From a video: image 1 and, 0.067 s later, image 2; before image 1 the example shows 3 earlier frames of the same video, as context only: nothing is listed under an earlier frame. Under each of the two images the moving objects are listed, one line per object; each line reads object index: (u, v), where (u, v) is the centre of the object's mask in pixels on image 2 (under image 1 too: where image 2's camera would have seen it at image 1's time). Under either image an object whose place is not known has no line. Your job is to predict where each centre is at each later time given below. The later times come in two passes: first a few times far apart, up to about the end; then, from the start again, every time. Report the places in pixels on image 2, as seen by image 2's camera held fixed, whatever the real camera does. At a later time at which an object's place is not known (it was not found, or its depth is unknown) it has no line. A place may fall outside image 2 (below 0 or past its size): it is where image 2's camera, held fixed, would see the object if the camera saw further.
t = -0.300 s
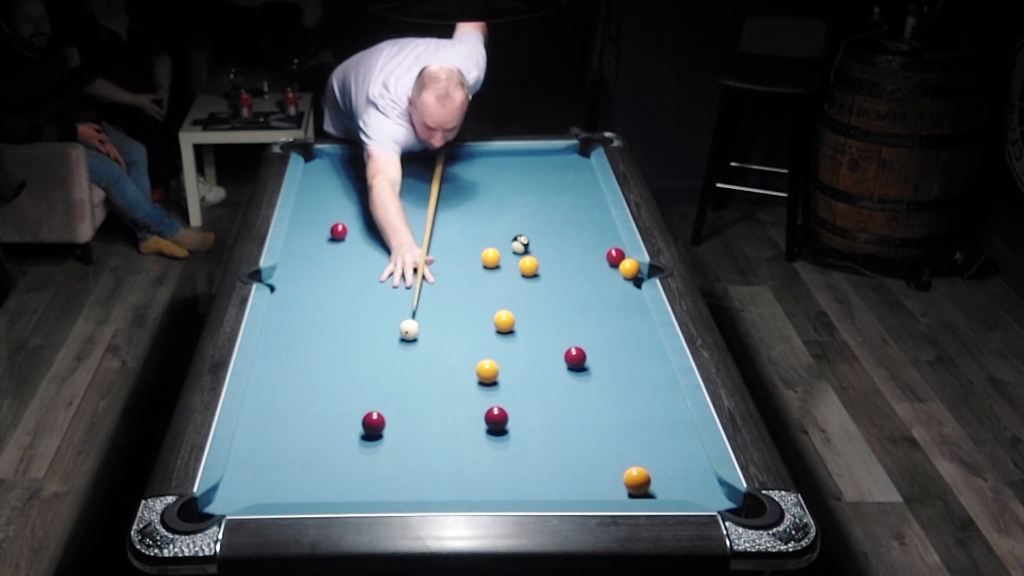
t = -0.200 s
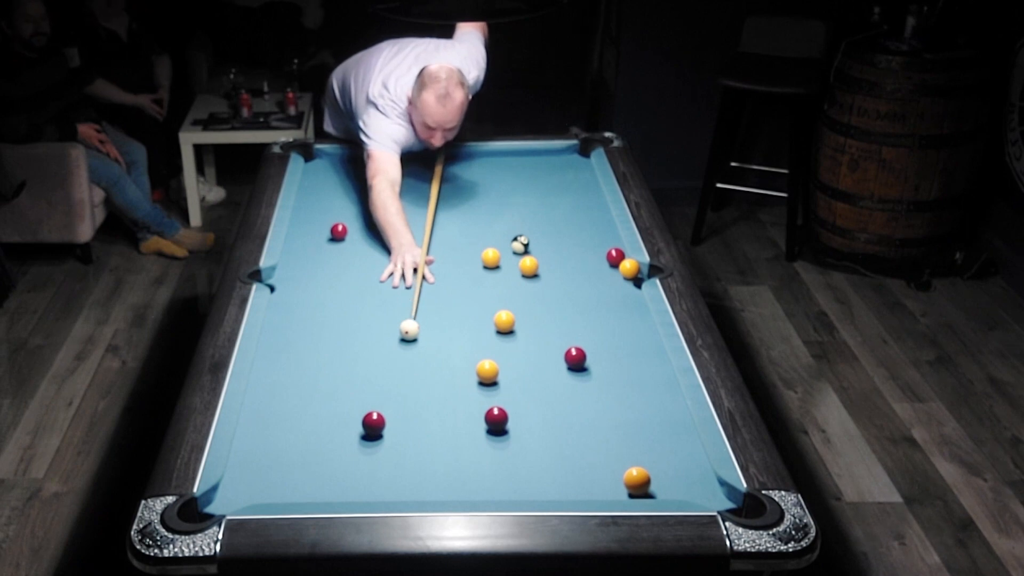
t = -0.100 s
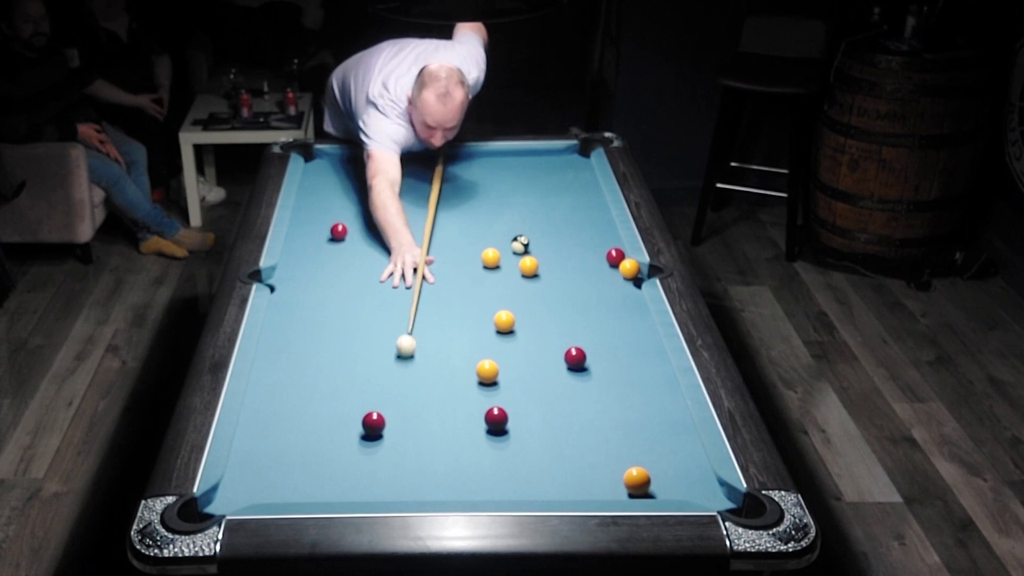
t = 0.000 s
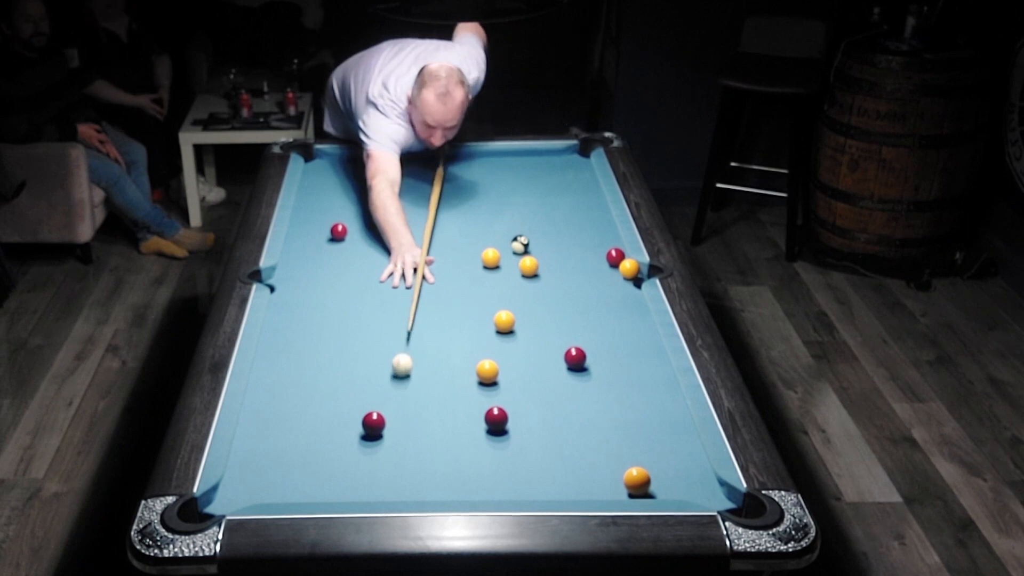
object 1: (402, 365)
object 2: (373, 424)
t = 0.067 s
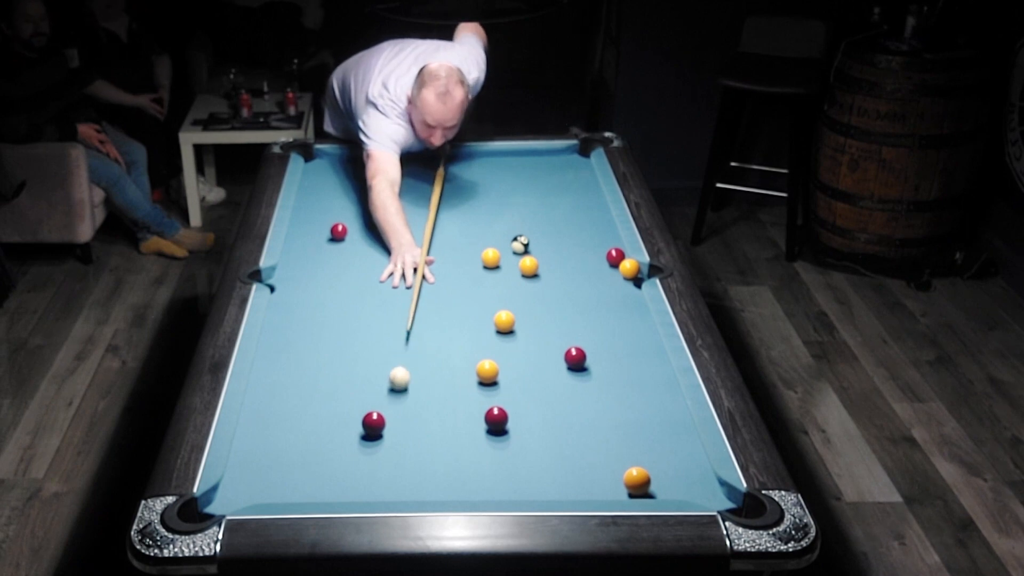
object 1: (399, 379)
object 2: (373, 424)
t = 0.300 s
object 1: (402, 422)
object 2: (364, 429)
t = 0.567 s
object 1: (438, 456)
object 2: (330, 447)
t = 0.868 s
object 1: (480, 492)
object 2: (294, 466)
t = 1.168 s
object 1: (506, 470)
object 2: (261, 484)
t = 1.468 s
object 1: (527, 445)
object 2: (230, 499)
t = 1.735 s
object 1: (543, 427)
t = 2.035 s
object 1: (558, 410)
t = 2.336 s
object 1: (572, 395)
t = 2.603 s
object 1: (581, 383)
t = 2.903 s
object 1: (591, 372)
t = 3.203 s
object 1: (598, 363)
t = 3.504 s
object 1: (604, 356)
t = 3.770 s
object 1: (608, 351)
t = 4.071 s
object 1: (611, 347)
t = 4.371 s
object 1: (612, 344)
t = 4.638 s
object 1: (613, 343)
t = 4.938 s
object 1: (614, 343)
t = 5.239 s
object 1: (614, 343)
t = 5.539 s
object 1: (614, 344)
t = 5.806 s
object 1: (614, 344)
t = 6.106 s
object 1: (614, 344)
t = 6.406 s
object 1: (614, 344)
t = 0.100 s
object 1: (398, 386)
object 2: (373, 423)
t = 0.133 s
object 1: (397, 392)
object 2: (373, 424)
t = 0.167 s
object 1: (395, 399)
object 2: (373, 423)
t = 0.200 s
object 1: (394, 406)
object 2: (374, 424)
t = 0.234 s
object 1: (393, 414)
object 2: (373, 423)
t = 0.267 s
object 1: (397, 418)
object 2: (368, 426)
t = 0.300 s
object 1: (402, 422)
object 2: (364, 429)
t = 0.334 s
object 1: (407, 426)
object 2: (359, 431)
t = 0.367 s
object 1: (411, 430)
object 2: (355, 433)
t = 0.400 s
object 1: (415, 434)
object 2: (351, 435)
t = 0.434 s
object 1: (420, 438)
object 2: (347, 438)
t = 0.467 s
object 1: (424, 443)
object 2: (343, 440)
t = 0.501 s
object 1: (429, 448)
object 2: (338, 442)
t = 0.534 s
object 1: (434, 452)
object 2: (334, 444)
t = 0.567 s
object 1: (438, 456)
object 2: (330, 447)
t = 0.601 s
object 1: (443, 461)
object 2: (326, 449)
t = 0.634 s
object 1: (447, 465)
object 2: (322, 451)
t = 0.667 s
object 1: (452, 470)
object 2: (318, 453)
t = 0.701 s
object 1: (457, 474)
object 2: (314, 455)
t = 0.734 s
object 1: (461, 479)
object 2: (310, 458)
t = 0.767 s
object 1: (466, 484)
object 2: (306, 460)
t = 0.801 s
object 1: (471, 487)
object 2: (302, 462)
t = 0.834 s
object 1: (476, 490)
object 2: (298, 464)
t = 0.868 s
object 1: (480, 492)
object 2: (294, 466)
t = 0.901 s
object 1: (483, 491)
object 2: (290, 468)
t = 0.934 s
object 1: (486, 489)
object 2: (287, 470)
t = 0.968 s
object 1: (490, 487)
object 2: (283, 472)
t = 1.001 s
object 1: (492, 485)
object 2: (279, 474)
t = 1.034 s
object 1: (495, 482)
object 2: (275, 477)
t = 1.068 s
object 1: (498, 478)
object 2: (271, 479)
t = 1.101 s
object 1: (500, 475)
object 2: (268, 480)
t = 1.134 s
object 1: (503, 472)
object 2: (264, 483)
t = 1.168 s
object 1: (506, 470)
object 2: (261, 484)
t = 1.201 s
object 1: (508, 467)
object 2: (257, 486)
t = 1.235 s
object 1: (511, 464)
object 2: (254, 488)
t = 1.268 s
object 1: (513, 461)
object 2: (250, 490)
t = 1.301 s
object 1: (516, 459)
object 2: (246, 491)
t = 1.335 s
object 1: (518, 456)
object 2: (243, 493)
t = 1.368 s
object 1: (520, 453)
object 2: (240, 494)
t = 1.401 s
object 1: (523, 451)
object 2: (236, 496)
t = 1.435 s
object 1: (525, 448)
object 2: (233, 498)
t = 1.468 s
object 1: (527, 445)
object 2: (230, 499)
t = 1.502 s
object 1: (529, 443)
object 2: (226, 501)
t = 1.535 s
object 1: (531, 441)
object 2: (223, 502)
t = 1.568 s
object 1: (533, 439)
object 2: (220, 503)
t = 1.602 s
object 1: (535, 436)
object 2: (217, 505)
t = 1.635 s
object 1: (537, 434)
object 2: (212, 508)
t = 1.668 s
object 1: (539, 432)
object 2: (210, 512)
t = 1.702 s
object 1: (541, 430)
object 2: (204, 517)
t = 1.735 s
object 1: (543, 427)
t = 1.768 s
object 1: (545, 425)
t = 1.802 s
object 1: (547, 423)
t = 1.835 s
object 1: (548, 421)
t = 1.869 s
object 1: (550, 419)
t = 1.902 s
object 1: (552, 417)
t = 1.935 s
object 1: (554, 415)
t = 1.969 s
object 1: (555, 413)
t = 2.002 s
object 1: (557, 412)
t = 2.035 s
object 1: (558, 410)
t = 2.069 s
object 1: (560, 408)
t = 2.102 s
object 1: (562, 406)
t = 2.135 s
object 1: (563, 404)
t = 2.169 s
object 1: (565, 403)
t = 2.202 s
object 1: (566, 401)
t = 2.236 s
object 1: (567, 399)
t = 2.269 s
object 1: (569, 398)
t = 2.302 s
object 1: (571, 396)
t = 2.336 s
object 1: (572, 395)
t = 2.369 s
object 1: (573, 393)
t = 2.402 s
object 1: (574, 392)
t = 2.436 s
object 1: (576, 390)
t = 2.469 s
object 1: (577, 389)
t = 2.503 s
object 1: (578, 387)
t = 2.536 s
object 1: (579, 386)
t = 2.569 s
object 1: (581, 384)
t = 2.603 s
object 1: (581, 383)
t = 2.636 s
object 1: (583, 382)
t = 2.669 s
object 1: (584, 380)
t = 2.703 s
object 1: (585, 379)
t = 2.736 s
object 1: (586, 378)
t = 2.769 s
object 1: (587, 377)
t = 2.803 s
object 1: (588, 375)
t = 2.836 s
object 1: (589, 374)
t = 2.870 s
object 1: (590, 373)
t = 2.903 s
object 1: (591, 372)
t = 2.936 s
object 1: (592, 371)
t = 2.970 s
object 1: (593, 370)
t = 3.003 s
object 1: (594, 369)
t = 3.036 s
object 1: (594, 368)
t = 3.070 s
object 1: (595, 367)
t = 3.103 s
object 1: (596, 366)
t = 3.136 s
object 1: (597, 365)
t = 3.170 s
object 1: (597, 364)
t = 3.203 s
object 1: (598, 363)
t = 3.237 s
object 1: (598, 362)
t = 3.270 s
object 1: (599, 361)
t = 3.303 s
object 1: (600, 360)
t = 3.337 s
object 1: (601, 360)
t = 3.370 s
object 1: (602, 359)
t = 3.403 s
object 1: (602, 358)
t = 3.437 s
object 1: (603, 357)
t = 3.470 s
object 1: (604, 356)
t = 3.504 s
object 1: (604, 356)
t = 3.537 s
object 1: (605, 355)
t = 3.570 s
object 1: (605, 354)
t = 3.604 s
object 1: (606, 353)
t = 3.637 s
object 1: (606, 353)
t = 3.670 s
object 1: (606, 352)
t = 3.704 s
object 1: (607, 352)
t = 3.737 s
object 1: (607, 351)
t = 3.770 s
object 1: (608, 351)
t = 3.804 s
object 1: (608, 350)
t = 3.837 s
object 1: (608, 350)
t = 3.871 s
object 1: (609, 349)
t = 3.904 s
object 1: (609, 349)
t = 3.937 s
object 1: (609, 348)
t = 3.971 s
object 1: (610, 348)
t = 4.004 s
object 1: (610, 347)
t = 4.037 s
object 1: (610, 347)
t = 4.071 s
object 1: (611, 347)
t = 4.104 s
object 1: (611, 346)
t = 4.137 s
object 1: (611, 346)
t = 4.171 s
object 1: (611, 346)
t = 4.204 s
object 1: (611, 345)
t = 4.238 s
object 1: (611, 345)
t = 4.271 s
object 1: (612, 345)
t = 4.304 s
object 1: (612, 344)
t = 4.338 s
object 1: (612, 344)
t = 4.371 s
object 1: (612, 344)
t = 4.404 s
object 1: (612, 344)
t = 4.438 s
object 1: (612, 343)
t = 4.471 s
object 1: (612, 343)
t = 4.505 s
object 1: (613, 343)
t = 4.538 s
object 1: (613, 343)
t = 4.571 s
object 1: (613, 343)
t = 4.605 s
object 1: (613, 343)
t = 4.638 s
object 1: (613, 343)
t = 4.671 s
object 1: (613, 343)
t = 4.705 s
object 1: (613, 343)
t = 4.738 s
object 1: (614, 344)
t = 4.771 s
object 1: (613, 343)
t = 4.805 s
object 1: (614, 343)
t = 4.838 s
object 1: (614, 343)
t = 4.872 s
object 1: (614, 344)
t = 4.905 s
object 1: (614, 343)
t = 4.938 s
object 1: (614, 343)
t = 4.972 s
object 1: (614, 343)
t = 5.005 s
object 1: (614, 344)
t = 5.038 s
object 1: (614, 343)
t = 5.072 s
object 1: (614, 343)
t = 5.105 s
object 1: (614, 343)
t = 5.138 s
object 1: (614, 344)
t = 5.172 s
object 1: (614, 343)
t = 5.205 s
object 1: (614, 343)
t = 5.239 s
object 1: (614, 343)
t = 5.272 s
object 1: (614, 343)
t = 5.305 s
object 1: (614, 343)
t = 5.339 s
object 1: (614, 343)
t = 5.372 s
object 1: (614, 343)
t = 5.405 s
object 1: (614, 343)
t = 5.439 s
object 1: (614, 343)
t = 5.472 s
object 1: (614, 343)
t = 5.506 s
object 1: (614, 344)
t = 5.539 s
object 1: (614, 344)
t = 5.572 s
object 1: (614, 344)
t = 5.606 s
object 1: (614, 344)
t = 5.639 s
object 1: (614, 344)
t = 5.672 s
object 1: (614, 344)
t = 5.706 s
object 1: (614, 344)
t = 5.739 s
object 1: (614, 344)
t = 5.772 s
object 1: (614, 344)
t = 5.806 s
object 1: (614, 344)
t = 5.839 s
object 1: (614, 344)
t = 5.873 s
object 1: (614, 344)
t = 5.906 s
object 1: (614, 344)
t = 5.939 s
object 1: (614, 344)
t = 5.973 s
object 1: (614, 344)
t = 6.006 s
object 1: (614, 344)
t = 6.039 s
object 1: (614, 344)
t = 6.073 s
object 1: (614, 344)
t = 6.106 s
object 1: (614, 344)
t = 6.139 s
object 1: (614, 344)
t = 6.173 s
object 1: (614, 344)
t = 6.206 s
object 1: (614, 344)
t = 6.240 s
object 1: (614, 344)
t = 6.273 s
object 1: (614, 344)
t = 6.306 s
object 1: (614, 344)
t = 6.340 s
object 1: (614, 344)
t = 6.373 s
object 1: (614, 344)
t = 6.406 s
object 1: (614, 344)
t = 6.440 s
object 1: (614, 344)
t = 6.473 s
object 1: (614, 344)
